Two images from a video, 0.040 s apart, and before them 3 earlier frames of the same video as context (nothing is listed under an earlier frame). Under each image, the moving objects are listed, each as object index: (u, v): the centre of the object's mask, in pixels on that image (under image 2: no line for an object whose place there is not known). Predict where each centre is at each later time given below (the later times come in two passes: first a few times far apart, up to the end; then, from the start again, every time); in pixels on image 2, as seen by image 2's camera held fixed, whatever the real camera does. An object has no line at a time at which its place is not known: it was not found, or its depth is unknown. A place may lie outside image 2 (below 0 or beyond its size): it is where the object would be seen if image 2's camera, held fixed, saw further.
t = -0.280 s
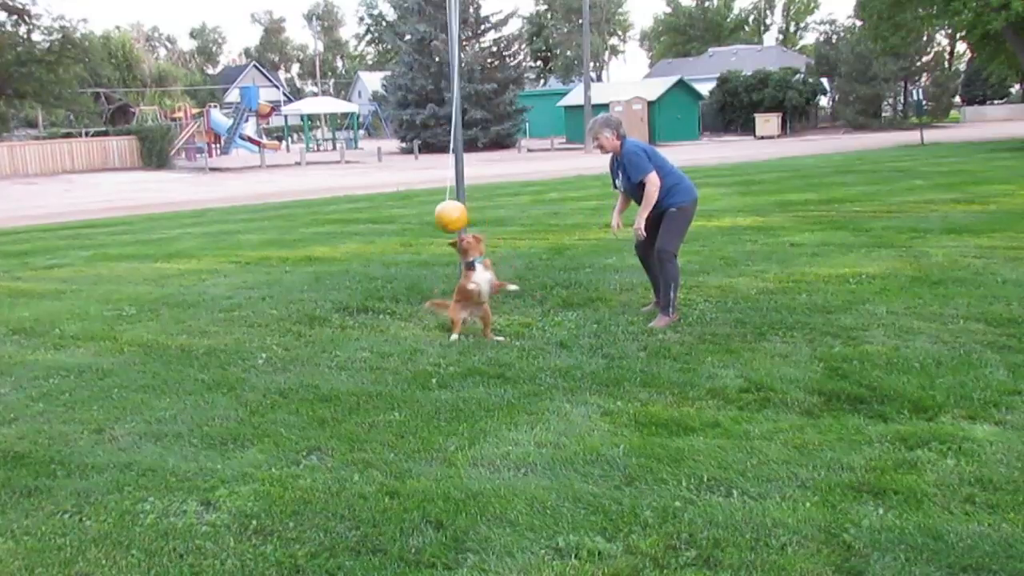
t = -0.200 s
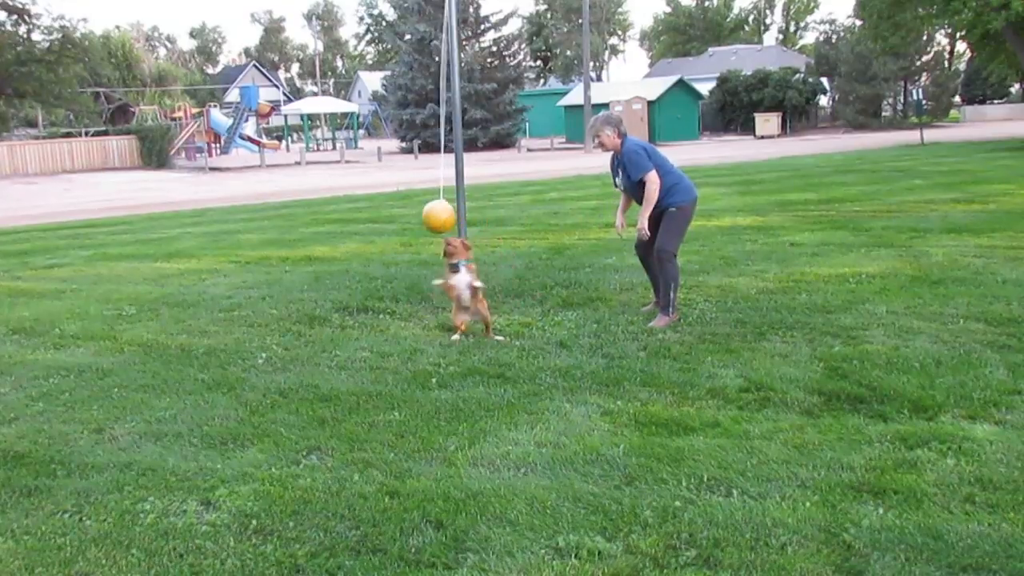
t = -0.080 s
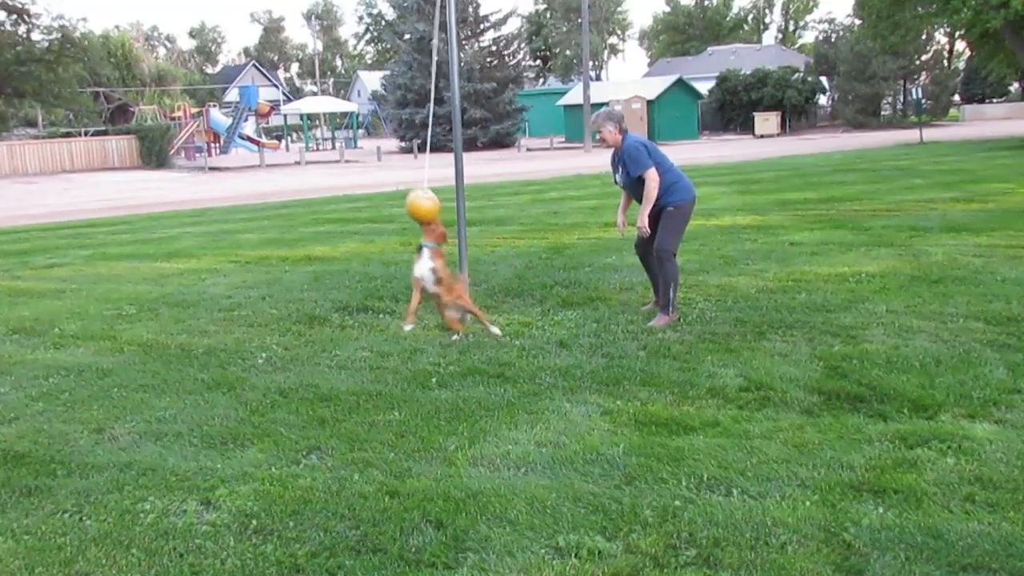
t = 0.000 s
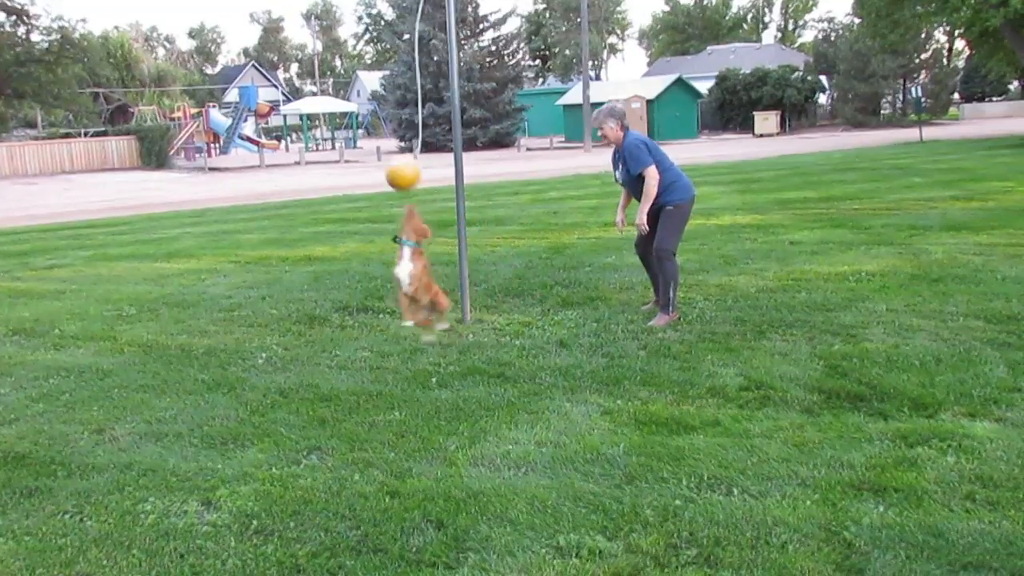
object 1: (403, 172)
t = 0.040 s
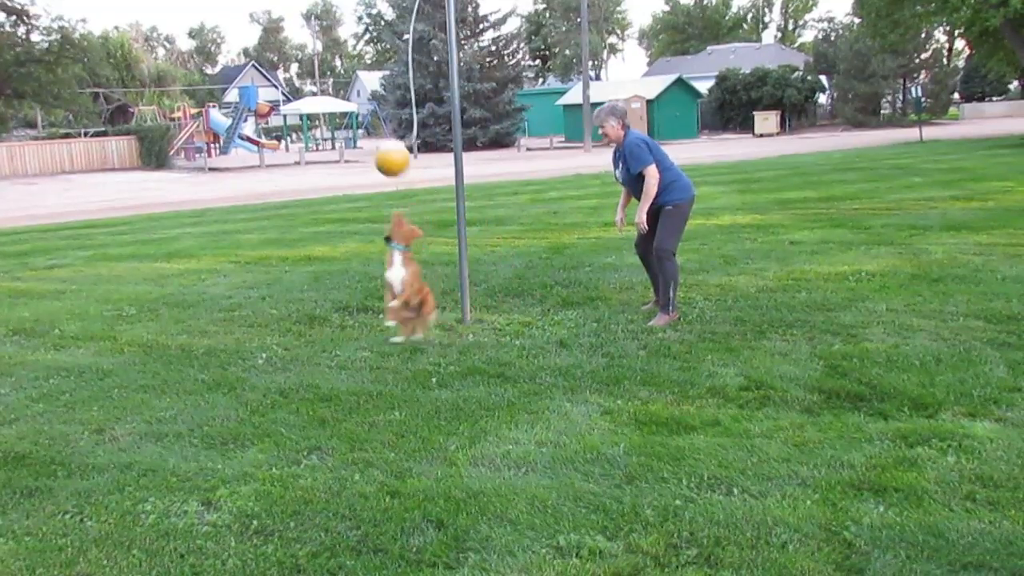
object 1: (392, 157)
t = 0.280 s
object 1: (333, 111)
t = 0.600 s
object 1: (322, 92)
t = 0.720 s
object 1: (326, 128)
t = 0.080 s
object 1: (381, 146)
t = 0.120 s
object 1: (370, 136)
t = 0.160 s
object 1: (359, 128)
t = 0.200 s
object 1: (349, 125)
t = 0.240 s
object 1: (339, 121)
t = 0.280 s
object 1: (333, 111)
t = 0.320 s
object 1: (327, 106)
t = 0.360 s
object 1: (323, 100)
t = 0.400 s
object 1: (322, 92)
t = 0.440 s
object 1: (321, 87)
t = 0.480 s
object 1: (321, 84)
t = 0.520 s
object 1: (321, 84)
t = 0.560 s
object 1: (322, 87)
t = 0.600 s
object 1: (322, 92)
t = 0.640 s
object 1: (324, 100)
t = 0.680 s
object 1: (325, 112)
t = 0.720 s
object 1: (326, 128)
